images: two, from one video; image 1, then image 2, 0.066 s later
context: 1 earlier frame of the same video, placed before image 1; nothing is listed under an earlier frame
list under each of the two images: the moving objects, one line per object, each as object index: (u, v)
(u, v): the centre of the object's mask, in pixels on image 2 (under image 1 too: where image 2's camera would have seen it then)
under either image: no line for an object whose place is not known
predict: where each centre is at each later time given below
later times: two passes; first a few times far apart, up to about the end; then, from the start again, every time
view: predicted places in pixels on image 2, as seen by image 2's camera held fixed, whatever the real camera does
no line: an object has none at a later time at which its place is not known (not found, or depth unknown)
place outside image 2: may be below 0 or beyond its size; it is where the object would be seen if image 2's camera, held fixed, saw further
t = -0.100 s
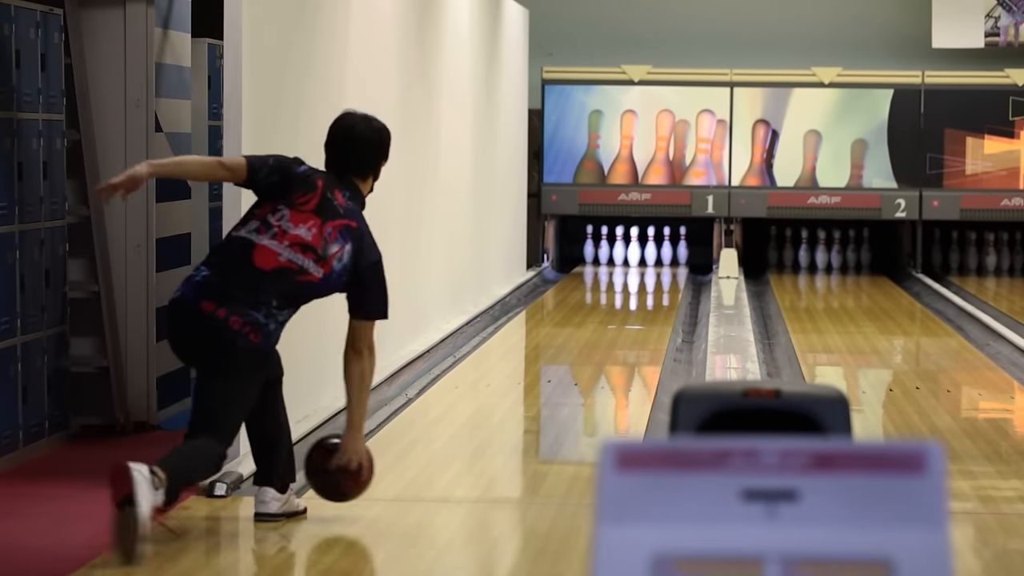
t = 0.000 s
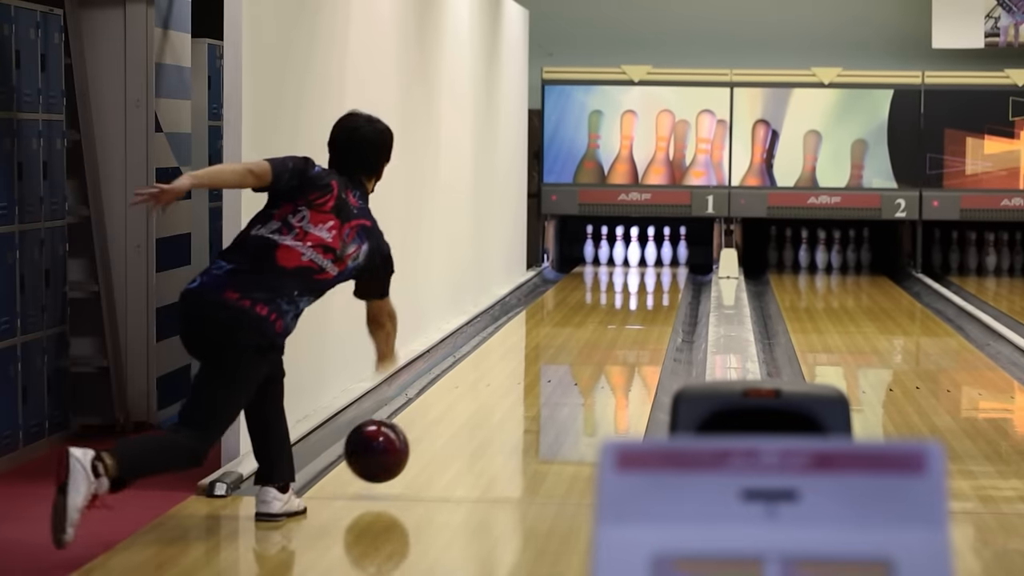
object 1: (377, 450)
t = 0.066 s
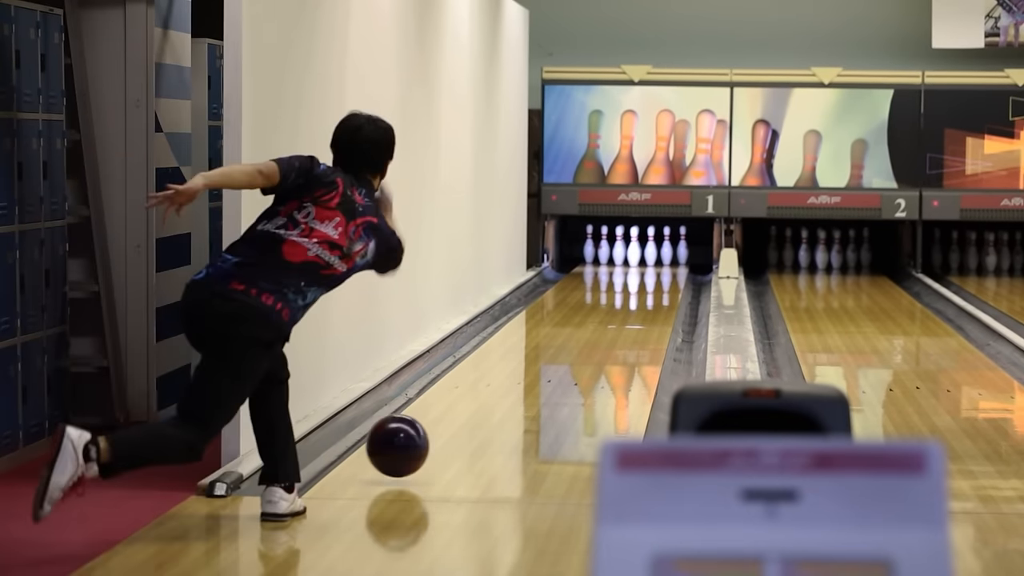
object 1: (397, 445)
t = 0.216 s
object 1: (438, 426)
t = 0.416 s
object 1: (483, 399)
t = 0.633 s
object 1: (522, 376)
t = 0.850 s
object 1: (553, 356)
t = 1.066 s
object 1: (579, 340)
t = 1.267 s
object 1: (599, 327)
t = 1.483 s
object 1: (616, 315)
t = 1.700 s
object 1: (631, 304)
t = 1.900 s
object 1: (643, 296)
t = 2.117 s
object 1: (652, 288)
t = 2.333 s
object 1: (659, 281)
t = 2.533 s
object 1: (662, 275)
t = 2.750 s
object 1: (663, 269)
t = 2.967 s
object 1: (660, 264)
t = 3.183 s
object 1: (654, 259)
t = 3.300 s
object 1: (650, 257)
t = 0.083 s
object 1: (403, 446)
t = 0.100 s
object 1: (407, 446)
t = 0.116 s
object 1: (412, 442)
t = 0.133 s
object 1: (417, 440)
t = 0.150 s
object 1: (421, 437)
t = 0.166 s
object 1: (426, 434)
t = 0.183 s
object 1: (430, 431)
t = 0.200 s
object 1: (434, 429)
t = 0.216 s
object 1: (438, 426)
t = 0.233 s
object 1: (443, 424)
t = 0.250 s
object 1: (447, 421)
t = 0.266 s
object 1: (451, 419)
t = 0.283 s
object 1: (455, 417)
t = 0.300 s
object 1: (458, 415)
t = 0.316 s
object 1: (462, 412)
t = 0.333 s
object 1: (466, 410)
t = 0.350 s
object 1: (469, 408)
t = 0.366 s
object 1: (473, 406)
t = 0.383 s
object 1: (476, 404)
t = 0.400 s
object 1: (480, 402)
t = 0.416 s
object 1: (483, 399)
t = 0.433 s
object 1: (486, 397)
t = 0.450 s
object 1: (489, 396)
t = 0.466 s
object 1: (493, 393)
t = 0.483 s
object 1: (496, 392)
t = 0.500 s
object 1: (499, 390)
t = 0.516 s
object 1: (502, 388)
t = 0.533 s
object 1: (505, 386)
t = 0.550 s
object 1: (508, 384)
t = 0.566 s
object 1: (511, 382)
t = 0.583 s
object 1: (514, 380)
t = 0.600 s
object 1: (516, 379)
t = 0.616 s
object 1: (519, 377)
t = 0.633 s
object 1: (522, 376)
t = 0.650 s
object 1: (524, 374)
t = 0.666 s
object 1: (527, 372)
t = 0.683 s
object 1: (530, 371)
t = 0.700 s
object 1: (532, 369)
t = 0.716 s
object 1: (535, 368)
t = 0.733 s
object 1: (537, 366)
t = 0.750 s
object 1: (540, 365)
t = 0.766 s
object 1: (542, 363)
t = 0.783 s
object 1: (544, 362)
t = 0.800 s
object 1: (547, 360)
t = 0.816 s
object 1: (549, 359)
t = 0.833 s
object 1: (551, 357)
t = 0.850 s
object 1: (553, 356)
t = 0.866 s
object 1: (556, 355)
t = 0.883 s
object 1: (558, 353)
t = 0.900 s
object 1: (560, 352)
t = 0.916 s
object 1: (562, 351)
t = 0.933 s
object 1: (564, 349)
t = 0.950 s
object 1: (566, 348)
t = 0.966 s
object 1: (568, 347)
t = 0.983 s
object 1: (570, 346)
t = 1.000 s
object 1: (572, 344)
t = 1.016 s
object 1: (574, 343)
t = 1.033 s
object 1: (575, 342)
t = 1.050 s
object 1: (577, 341)
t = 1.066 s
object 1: (579, 340)
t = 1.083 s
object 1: (581, 339)
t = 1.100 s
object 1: (583, 338)
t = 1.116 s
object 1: (584, 336)
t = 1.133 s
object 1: (586, 335)
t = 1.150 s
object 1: (588, 334)
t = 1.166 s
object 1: (589, 333)
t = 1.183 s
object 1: (591, 332)
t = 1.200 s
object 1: (593, 331)
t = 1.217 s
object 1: (594, 330)
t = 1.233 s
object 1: (596, 329)
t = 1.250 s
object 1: (597, 328)
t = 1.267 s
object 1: (599, 327)
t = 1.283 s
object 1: (600, 326)
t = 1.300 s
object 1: (602, 325)
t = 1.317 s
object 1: (603, 324)
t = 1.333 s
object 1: (605, 323)
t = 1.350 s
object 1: (606, 322)
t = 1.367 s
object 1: (607, 321)
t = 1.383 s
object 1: (609, 320)
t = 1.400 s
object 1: (610, 319)
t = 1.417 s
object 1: (611, 318)
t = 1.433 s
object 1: (613, 317)
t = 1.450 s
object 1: (614, 317)
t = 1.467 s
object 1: (615, 316)
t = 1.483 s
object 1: (616, 315)
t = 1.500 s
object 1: (618, 314)
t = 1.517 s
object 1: (619, 313)
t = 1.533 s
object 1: (621, 312)
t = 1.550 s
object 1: (622, 311)
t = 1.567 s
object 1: (623, 310)
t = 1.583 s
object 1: (624, 309)
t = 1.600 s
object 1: (625, 308)
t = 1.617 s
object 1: (626, 307)
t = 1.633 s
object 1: (627, 307)
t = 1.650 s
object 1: (628, 306)
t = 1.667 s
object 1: (629, 306)
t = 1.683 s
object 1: (630, 305)
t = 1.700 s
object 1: (631, 304)
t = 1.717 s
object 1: (632, 304)
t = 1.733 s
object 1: (633, 303)
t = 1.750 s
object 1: (635, 302)
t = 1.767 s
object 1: (636, 301)
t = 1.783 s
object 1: (637, 301)
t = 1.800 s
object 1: (638, 300)
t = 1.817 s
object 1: (639, 299)
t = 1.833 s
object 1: (639, 298)
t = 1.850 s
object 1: (640, 298)
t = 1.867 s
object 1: (641, 297)
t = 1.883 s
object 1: (642, 297)
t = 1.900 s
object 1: (643, 296)
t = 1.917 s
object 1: (643, 295)
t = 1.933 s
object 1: (644, 295)
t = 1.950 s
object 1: (645, 294)
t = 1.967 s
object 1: (646, 293)
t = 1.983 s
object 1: (646, 293)
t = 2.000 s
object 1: (647, 292)
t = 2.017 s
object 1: (648, 291)
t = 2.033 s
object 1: (649, 291)
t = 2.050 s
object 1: (649, 290)
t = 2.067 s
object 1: (650, 290)
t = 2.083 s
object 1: (651, 289)
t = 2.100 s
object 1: (652, 289)
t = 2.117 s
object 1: (652, 288)
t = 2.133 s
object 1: (653, 287)
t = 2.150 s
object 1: (653, 287)
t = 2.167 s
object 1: (654, 286)
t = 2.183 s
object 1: (654, 286)
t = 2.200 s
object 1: (655, 285)
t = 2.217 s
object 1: (655, 284)
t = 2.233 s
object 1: (656, 284)
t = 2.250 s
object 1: (657, 283)
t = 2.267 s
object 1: (657, 283)
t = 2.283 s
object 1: (657, 282)
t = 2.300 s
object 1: (658, 282)
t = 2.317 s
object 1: (658, 281)
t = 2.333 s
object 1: (659, 281)
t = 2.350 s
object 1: (659, 280)
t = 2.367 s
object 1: (659, 280)
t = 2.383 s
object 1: (660, 279)
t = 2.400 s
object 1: (660, 279)
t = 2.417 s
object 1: (661, 278)
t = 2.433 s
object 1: (661, 278)
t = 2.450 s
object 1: (661, 277)
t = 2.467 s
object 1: (662, 277)
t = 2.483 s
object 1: (662, 276)
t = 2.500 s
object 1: (662, 276)
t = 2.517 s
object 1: (662, 275)
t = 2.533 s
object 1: (662, 275)
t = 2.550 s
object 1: (662, 274)
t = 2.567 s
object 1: (662, 274)
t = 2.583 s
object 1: (663, 273)
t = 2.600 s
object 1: (663, 273)
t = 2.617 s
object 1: (663, 273)
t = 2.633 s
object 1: (663, 272)
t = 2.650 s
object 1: (663, 272)
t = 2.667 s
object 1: (663, 271)
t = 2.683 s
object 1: (663, 271)
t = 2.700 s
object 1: (663, 270)
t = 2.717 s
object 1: (663, 270)
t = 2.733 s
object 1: (663, 270)
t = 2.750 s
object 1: (663, 269)
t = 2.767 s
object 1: (663, 269)
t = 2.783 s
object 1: (663, 268)
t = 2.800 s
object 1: (663, 268)
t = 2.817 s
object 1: (663, 267)
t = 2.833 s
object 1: (663, 267)
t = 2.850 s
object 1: (662, 267)
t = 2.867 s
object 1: (662, 266)
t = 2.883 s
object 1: (662, 266)
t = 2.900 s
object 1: (662, 265)
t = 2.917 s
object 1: (661, 265)
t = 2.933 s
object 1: (661, 264)
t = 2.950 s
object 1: (661, 264)
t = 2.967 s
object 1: (660, 264)
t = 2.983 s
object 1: (660, 263)
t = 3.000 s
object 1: (660, 263)
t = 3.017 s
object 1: (659, 263)
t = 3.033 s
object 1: (659, 262)
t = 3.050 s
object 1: (658, 262)
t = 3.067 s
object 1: (658, 261)
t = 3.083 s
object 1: (657, 261)
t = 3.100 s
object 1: (657, 261)
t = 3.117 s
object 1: (656, 261)
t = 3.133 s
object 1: (656, 260)
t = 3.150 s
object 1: (656, 260)
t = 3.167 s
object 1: (655, 260)
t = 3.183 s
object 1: (654, 259)
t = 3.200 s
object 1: (653, 259)
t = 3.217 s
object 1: (652, 259)
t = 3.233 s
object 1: (652, 258)
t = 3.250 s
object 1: (651, 258)
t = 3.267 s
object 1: (651, 258)
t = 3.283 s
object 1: (650, 258)
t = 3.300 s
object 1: (650, 257)
